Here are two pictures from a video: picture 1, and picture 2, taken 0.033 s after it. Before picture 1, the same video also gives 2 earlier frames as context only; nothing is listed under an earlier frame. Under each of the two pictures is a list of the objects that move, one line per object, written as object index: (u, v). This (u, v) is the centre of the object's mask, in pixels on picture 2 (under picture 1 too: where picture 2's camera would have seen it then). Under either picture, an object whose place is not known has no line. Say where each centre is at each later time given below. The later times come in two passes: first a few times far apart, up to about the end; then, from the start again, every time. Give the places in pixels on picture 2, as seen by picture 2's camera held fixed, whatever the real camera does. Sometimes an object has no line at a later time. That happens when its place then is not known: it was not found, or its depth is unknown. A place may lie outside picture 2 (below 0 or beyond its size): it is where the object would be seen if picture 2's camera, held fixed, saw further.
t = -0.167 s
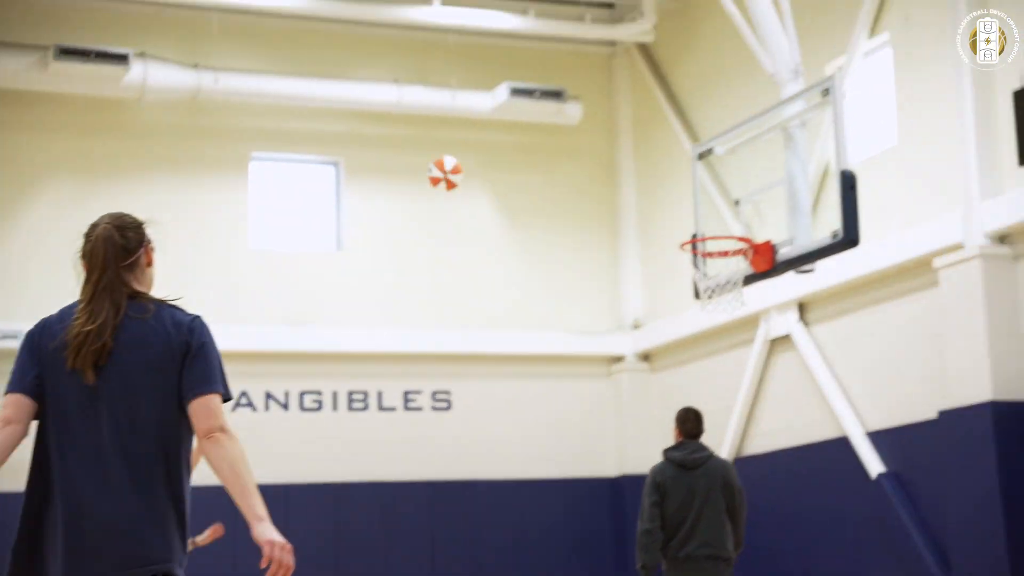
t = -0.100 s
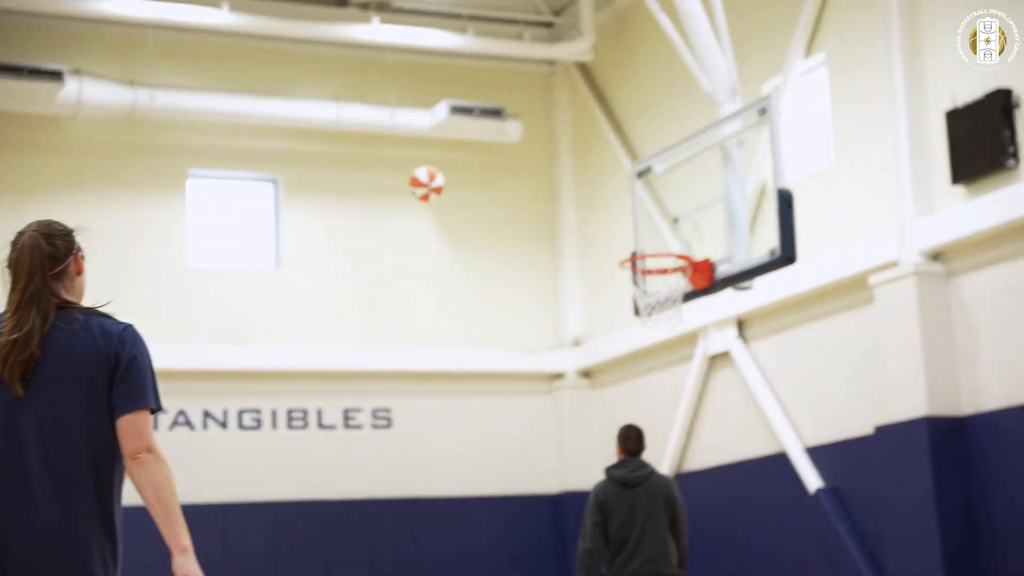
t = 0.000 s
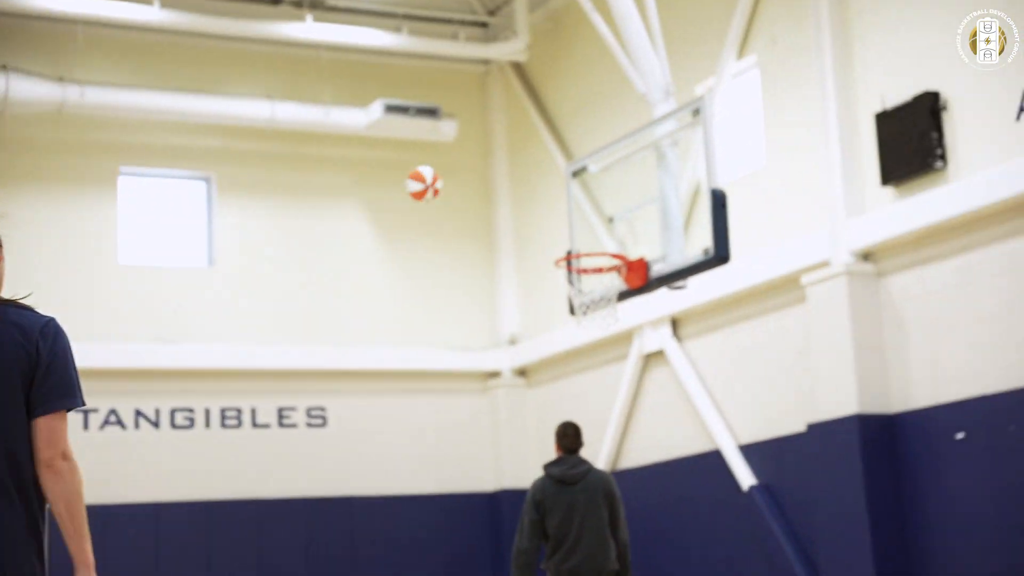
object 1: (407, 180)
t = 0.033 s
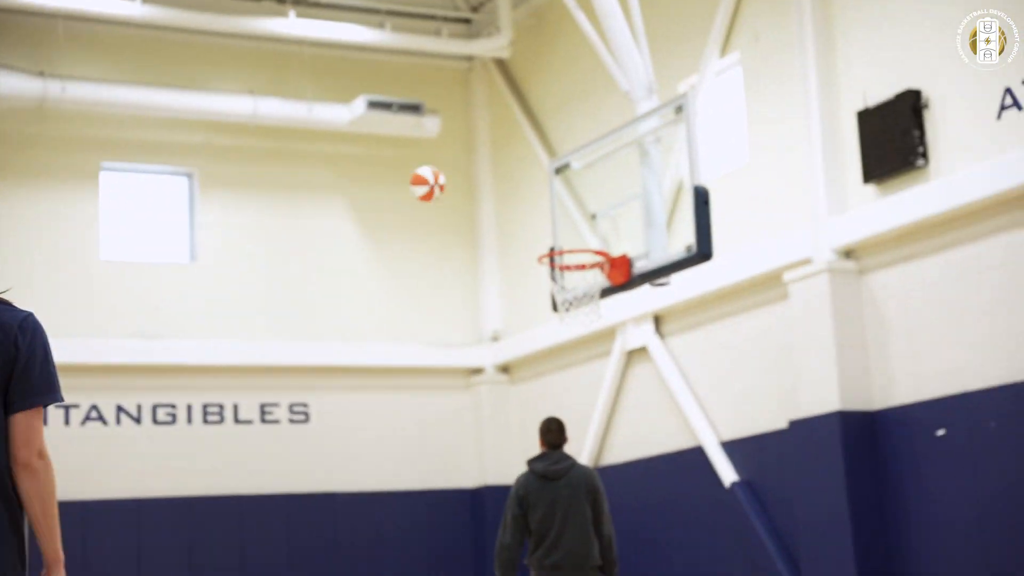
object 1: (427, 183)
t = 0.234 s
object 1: (552, 238)
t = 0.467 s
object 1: (599, 332)
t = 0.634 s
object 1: (599, 421)
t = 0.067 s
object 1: (448, 188)
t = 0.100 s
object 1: (469, 195)
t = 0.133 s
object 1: (489, 203)
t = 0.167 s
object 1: (510, 213)
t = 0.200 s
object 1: (531, 225)
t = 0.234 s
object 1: (552, 238)
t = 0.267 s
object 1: (574, 254)
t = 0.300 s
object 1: (596, 269)
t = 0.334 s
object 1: (602, 283)
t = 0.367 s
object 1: (602, 295)
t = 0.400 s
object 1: (601, 305)
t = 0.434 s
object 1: (600, 318)
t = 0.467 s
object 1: (599, 332)
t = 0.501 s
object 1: (598, 347)
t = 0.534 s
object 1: (597, 364)
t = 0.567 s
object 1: (597, 382)
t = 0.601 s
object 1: (597, 402)
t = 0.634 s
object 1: (599, 421)
